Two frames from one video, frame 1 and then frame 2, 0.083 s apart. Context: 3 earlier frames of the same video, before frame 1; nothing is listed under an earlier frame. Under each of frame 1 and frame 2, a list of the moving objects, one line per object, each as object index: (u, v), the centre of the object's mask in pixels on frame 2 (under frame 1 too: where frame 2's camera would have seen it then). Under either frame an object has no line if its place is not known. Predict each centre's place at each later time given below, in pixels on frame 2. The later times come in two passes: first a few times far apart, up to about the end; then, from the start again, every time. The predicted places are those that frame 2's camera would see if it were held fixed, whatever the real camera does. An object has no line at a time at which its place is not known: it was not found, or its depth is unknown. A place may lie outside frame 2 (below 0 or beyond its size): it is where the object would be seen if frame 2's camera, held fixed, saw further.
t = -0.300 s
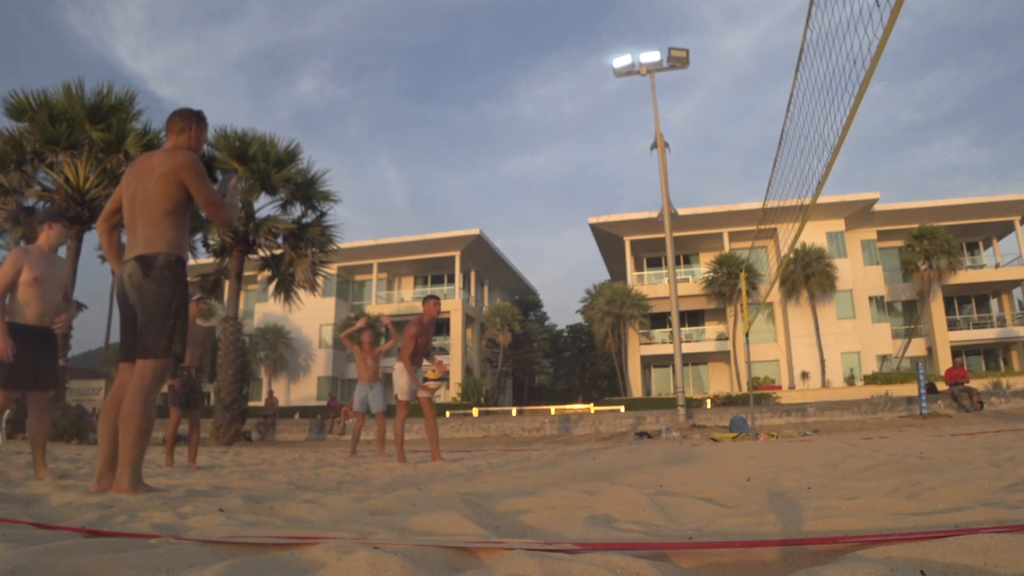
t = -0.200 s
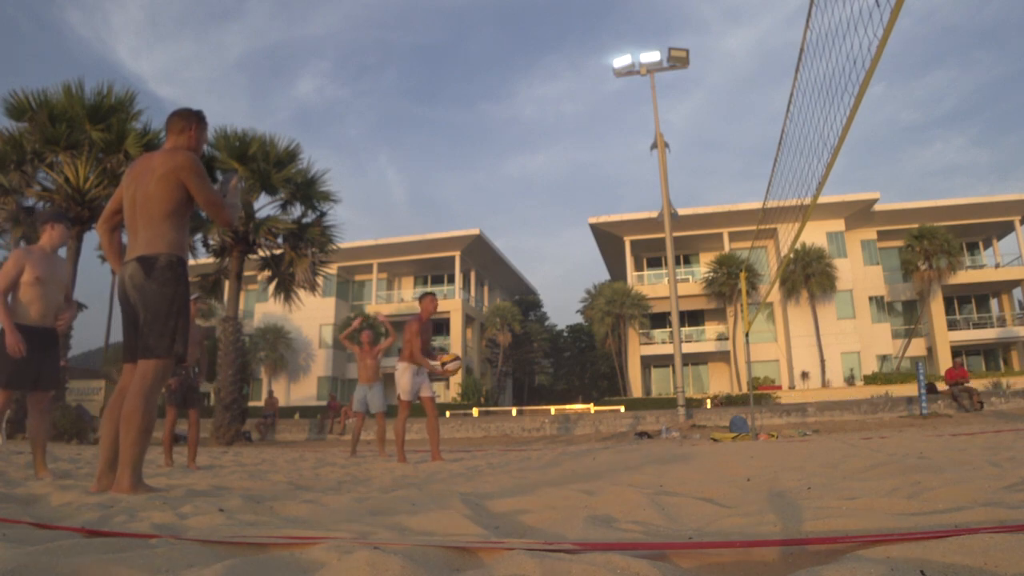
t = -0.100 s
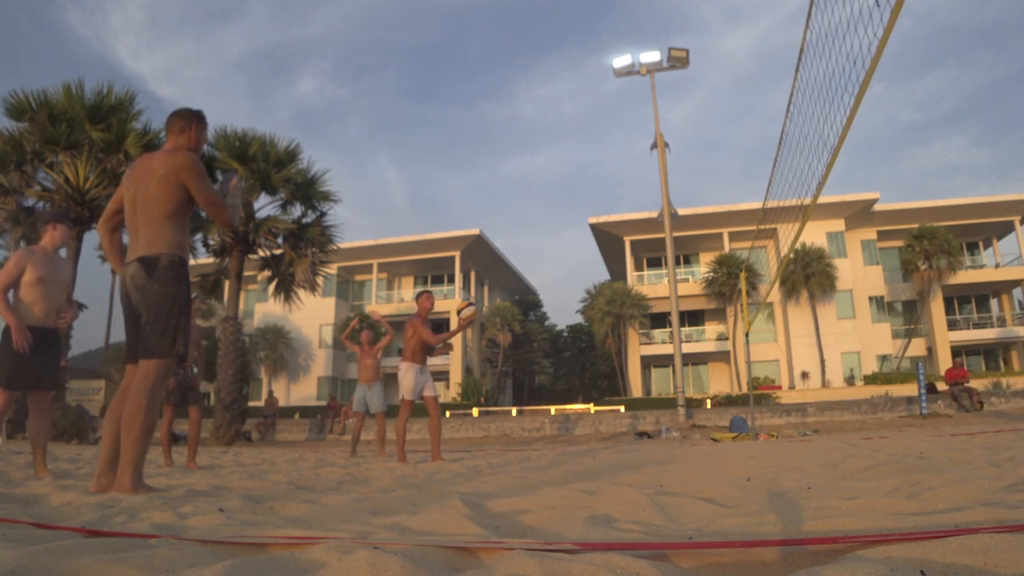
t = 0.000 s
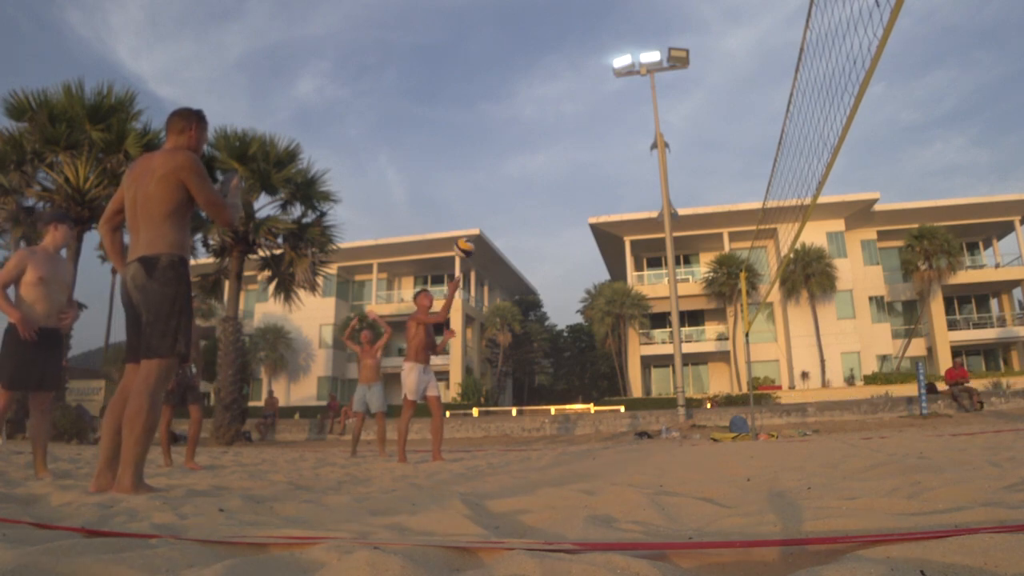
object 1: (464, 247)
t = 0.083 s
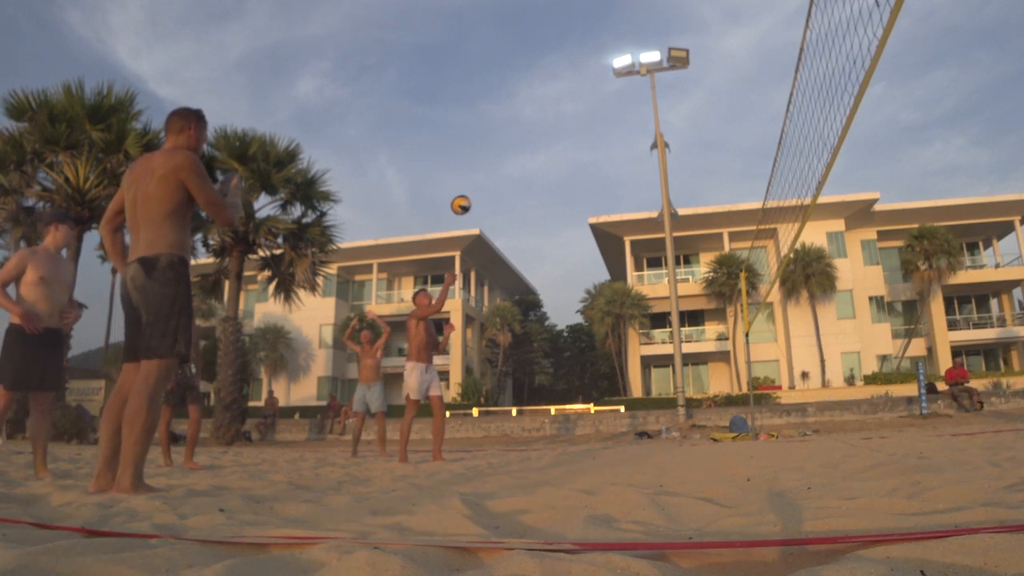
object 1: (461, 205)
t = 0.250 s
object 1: (455, 141)
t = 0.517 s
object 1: (447, 92)
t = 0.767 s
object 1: (440, 95)
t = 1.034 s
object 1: (431, 153)
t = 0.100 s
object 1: (460, 197)
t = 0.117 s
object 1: (459, 190)
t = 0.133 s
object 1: (459, 183)
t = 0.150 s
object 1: (458, 176)
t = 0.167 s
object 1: (458, 169)
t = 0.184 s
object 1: (457, 163)
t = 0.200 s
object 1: (456, 157)
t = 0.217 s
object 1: (456, 151)
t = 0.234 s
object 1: (456, 146)
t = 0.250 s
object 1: (455, 141)
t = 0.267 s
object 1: (454, 136)
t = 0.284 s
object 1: (454, 132)
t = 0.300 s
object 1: (453, 127)
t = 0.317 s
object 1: (453, 123)
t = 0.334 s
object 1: (453, 119)
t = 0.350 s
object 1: (452, 116)
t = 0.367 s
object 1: (451, 112)
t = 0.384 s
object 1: (451, 109)
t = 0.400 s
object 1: (451, 106)
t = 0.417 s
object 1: (450, 104)
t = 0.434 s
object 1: (449, 101)
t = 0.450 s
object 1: (449, 99)
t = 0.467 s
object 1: (448, 97)
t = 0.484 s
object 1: (448, 95)
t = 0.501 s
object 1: (448, 93)
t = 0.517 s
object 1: (447, 92)
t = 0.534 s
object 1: (446, 90)
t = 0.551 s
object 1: (446, 89)
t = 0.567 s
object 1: (445, 88)
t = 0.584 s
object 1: (445, 88)
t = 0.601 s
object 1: (445, 88)
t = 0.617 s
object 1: (444, 88)
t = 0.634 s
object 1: (444, 88)
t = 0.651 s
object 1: (443, 88)
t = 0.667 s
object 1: (443, 88)
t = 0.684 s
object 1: (442, 89)
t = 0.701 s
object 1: (441, 90)
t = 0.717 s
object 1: (441, 91)
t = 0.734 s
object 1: (441, 92)
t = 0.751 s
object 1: (440, 94)
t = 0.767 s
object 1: (440, 95)
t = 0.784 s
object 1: (439, 97)
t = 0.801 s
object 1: (439, 100)
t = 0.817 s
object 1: (438, 102)
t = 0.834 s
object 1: (437, 104)
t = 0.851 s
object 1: (437, 107)
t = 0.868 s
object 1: (436, 111)
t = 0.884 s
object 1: (436, 114)
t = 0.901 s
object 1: (435, 117)
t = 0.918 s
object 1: (435, 121)
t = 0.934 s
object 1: (434, 125)
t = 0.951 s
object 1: (434, 128)
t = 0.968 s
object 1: (433, 133)
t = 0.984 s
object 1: (433, 138)
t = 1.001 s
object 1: (432, 143)
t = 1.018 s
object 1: (432, 148)
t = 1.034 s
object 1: (431, 153)
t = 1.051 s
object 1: (430, 159)
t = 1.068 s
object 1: (429, 165)
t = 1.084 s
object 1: (429, 171)
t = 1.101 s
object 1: (428, 177)
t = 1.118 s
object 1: (428, 184)
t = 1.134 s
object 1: (427, 191)
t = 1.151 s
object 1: (427, 198)
